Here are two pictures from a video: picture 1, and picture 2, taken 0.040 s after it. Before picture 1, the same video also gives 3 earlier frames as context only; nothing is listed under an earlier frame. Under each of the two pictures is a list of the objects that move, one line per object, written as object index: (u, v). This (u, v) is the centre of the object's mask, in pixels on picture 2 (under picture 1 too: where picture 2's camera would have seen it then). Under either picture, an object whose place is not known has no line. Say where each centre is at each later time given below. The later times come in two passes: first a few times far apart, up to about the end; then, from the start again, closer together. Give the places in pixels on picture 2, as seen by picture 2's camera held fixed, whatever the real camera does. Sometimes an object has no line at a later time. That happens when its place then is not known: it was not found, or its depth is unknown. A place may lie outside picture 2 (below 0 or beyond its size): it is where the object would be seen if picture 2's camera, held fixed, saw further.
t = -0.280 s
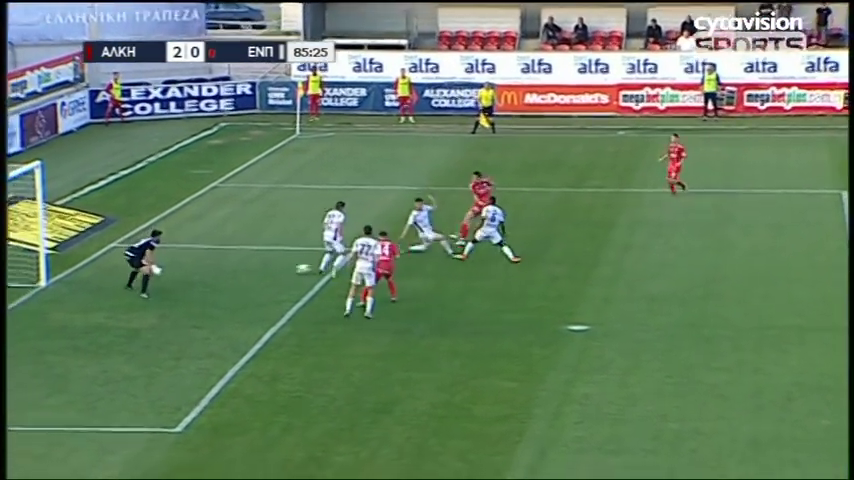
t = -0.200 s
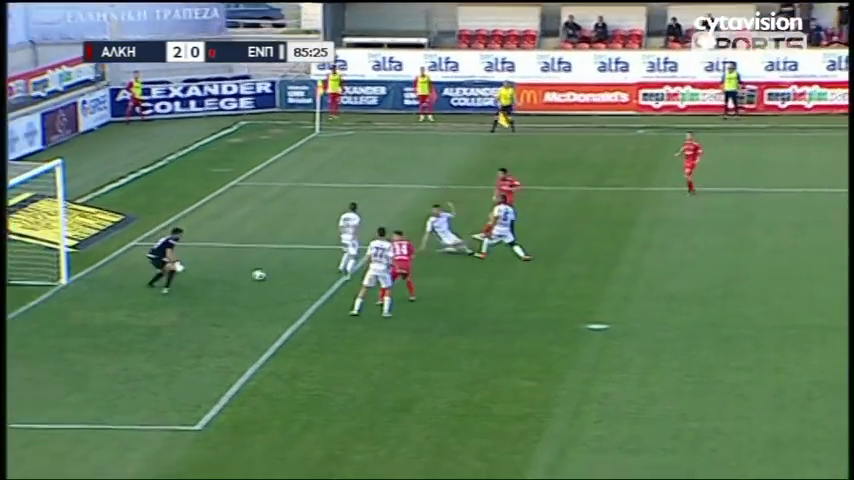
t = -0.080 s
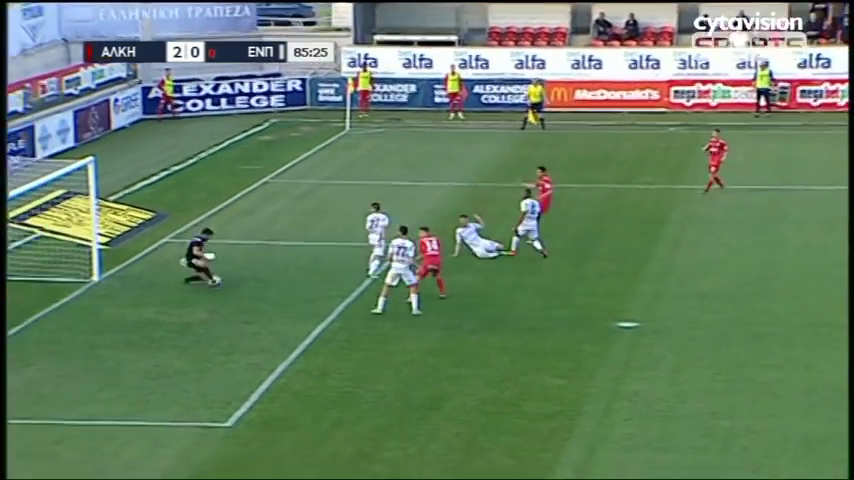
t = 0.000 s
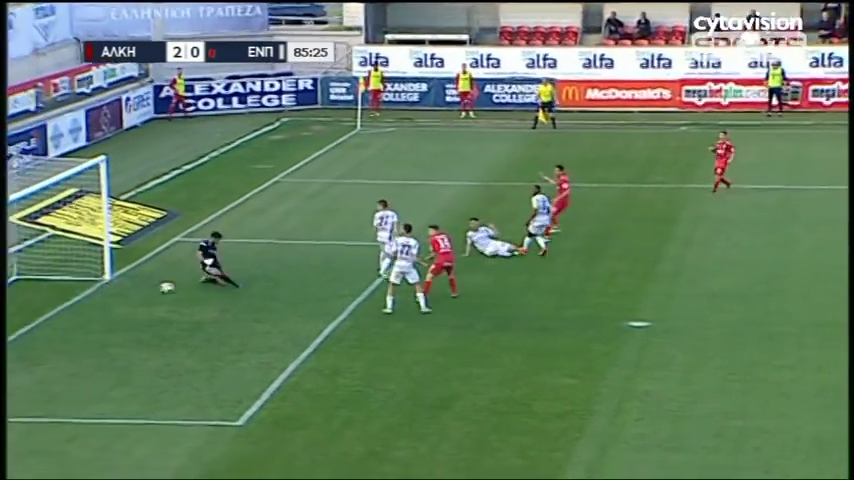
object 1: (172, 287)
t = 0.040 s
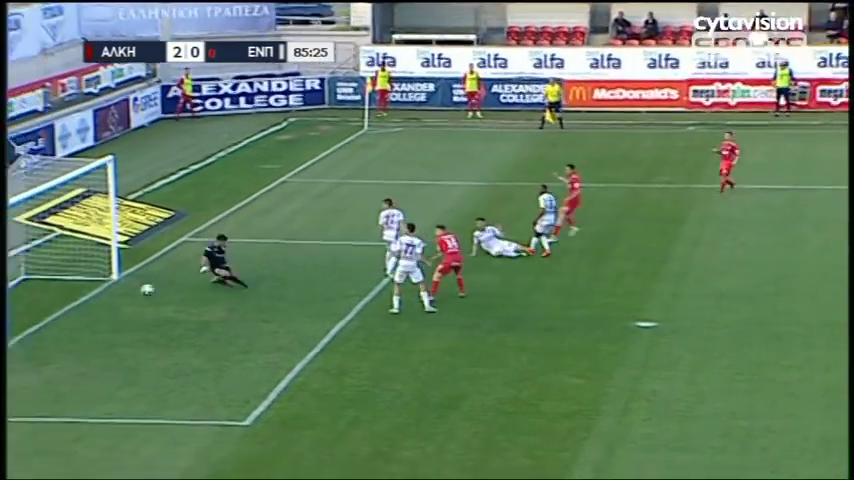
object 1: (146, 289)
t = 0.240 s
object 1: (17, 304)
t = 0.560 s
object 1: (-92, 297)
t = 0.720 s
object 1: (-103, 290)
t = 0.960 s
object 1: (-104, 287)
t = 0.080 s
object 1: (119, 291)
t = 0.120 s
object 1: (93, 295)
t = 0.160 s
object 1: (65, 299)
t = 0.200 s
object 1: (41, 302)
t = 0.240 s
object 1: (17, 304)
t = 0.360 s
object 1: (-42, 314)
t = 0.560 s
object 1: (-92, 297)
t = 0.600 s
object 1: (-97, 294)
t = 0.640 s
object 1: (-99, 293)
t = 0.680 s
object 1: (-102, 291)
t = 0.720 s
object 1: (-103, 290)
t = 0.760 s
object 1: (-105, 287)
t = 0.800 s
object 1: (-105, 287)
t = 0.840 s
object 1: (-104, 286)
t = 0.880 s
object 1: (-105, 286)
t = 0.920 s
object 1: (-105, 286)
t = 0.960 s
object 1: (-104, 287)
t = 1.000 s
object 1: (-104, 288)
